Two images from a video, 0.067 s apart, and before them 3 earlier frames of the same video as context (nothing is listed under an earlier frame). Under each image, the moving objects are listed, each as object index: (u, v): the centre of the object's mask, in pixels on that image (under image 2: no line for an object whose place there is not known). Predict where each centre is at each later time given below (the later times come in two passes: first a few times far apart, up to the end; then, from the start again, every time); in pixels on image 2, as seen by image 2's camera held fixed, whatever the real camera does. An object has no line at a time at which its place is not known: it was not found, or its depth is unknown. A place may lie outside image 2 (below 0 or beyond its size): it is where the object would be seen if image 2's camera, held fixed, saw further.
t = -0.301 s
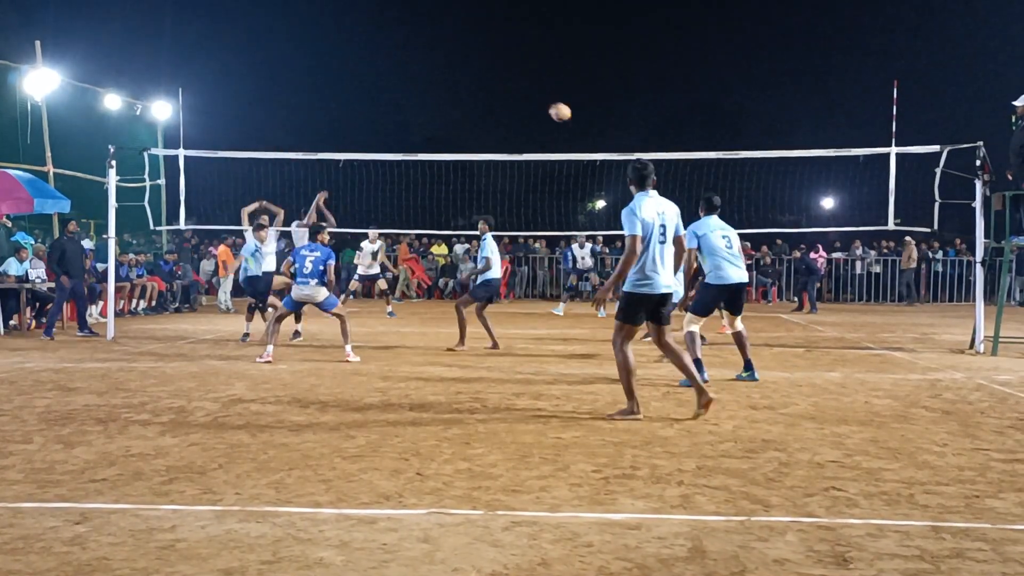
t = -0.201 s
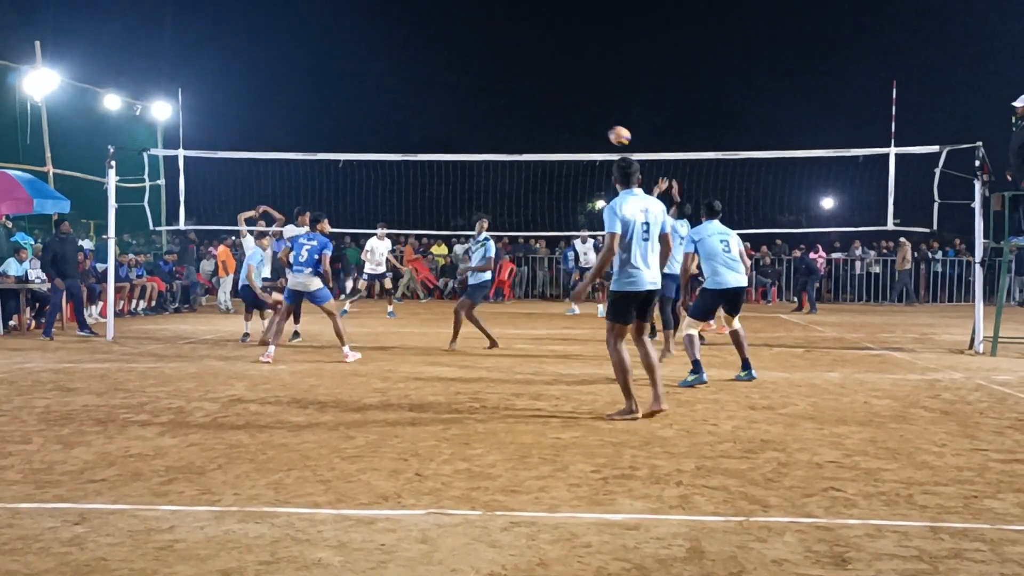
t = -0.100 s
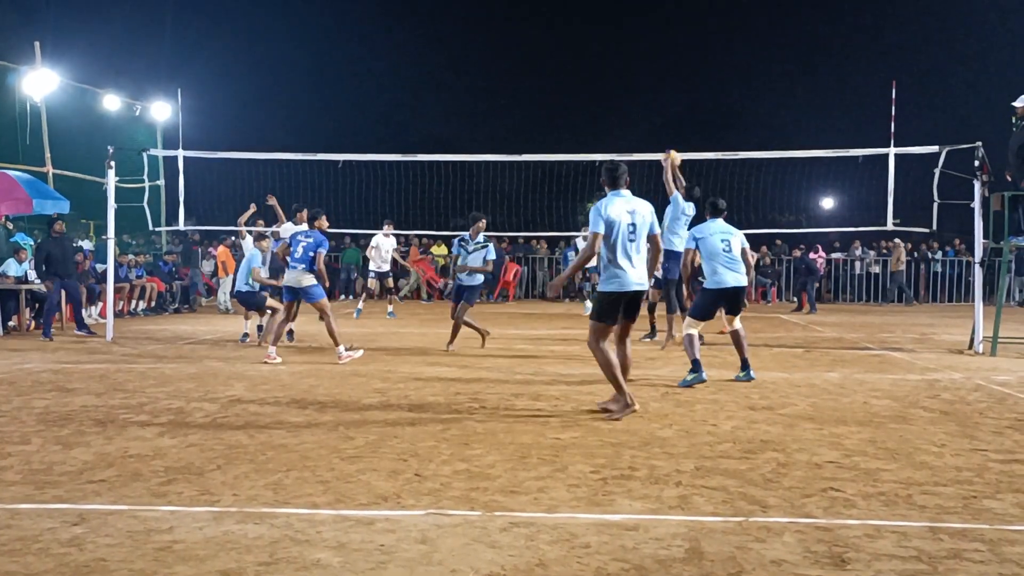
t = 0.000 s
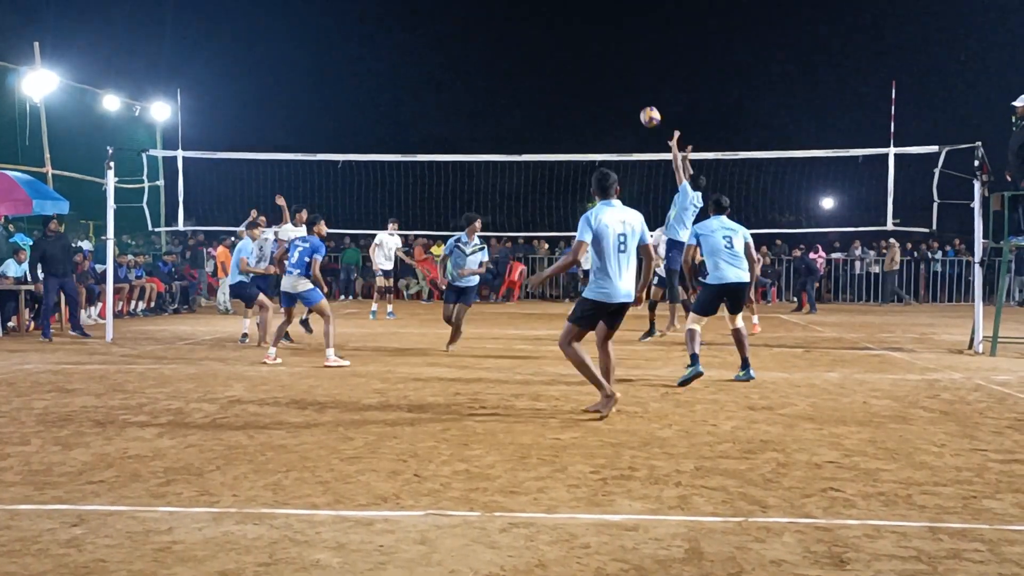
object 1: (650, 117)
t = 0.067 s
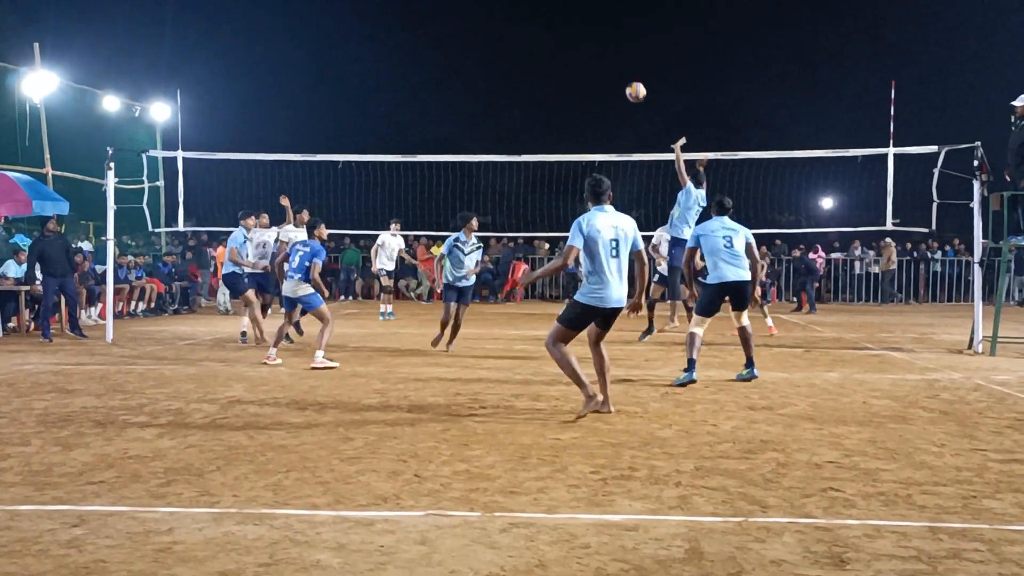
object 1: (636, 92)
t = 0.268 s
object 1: (593, 39)
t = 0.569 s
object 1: (528, 24)
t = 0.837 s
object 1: (469, 80)
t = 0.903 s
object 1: (455, 104)
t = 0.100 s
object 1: (629, 80)
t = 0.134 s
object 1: (622, 70)
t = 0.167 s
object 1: (615, 61)
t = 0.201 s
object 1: (608, 52)
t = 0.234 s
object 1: (600, 45)
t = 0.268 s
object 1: (593, 39)
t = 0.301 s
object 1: (586, 33)
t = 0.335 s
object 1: (579, 28)
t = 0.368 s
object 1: (571, 25)
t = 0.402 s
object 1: (564, 22)
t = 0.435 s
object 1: (557, 21)
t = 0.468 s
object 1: (550, 20)
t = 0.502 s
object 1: (542, 20)
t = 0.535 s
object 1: (536, 22)
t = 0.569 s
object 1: (528, 24)
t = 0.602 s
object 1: (521, 28)
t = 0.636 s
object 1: (514, 32)
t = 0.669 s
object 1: (506, 38)
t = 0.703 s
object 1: (499, 44)
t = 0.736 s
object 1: (492, 51)
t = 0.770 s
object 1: (484, 60)
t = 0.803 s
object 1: (477, 69)
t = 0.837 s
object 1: (469, 80)
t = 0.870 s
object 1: (463, 91)
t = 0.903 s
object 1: (455, 104)
